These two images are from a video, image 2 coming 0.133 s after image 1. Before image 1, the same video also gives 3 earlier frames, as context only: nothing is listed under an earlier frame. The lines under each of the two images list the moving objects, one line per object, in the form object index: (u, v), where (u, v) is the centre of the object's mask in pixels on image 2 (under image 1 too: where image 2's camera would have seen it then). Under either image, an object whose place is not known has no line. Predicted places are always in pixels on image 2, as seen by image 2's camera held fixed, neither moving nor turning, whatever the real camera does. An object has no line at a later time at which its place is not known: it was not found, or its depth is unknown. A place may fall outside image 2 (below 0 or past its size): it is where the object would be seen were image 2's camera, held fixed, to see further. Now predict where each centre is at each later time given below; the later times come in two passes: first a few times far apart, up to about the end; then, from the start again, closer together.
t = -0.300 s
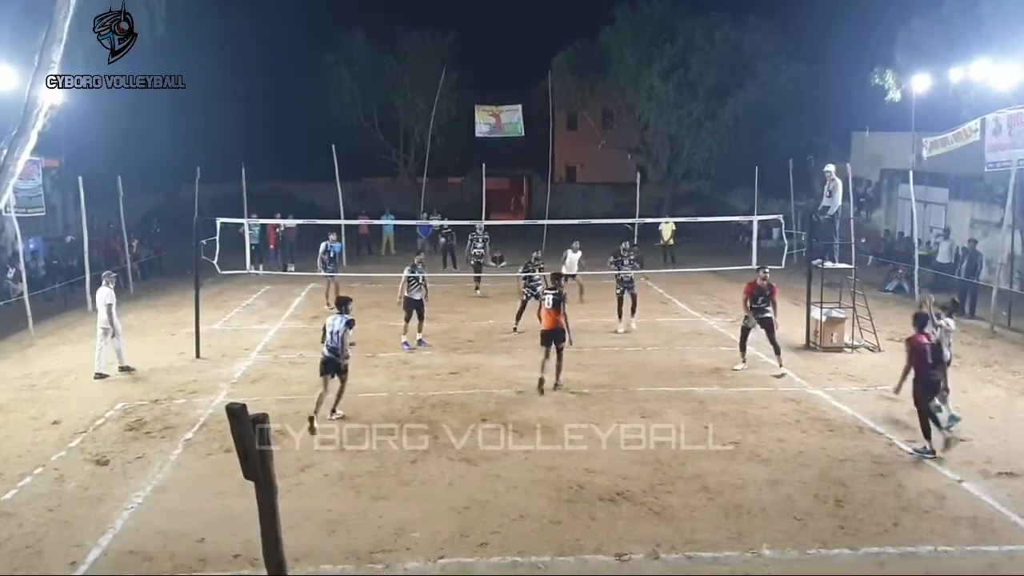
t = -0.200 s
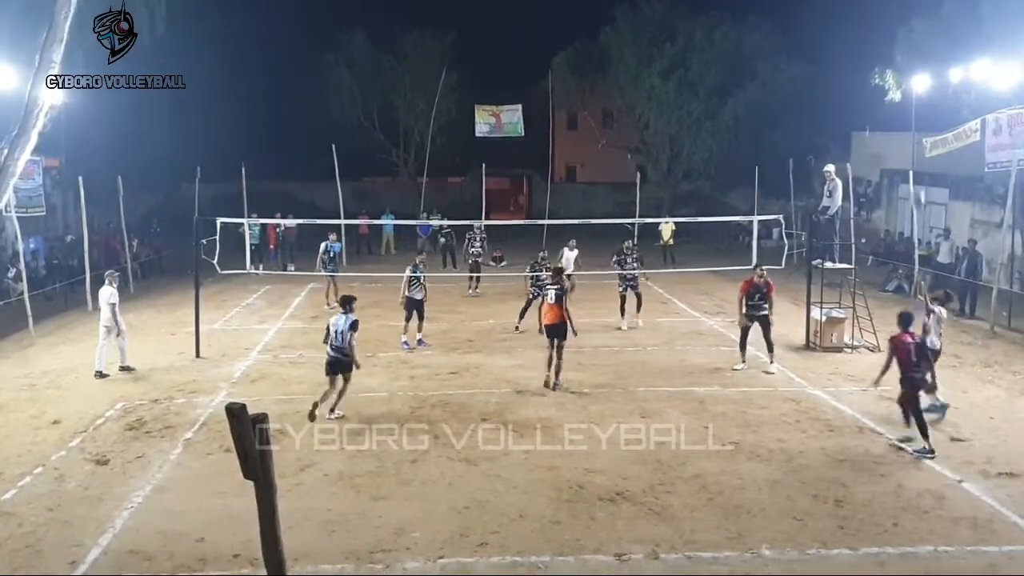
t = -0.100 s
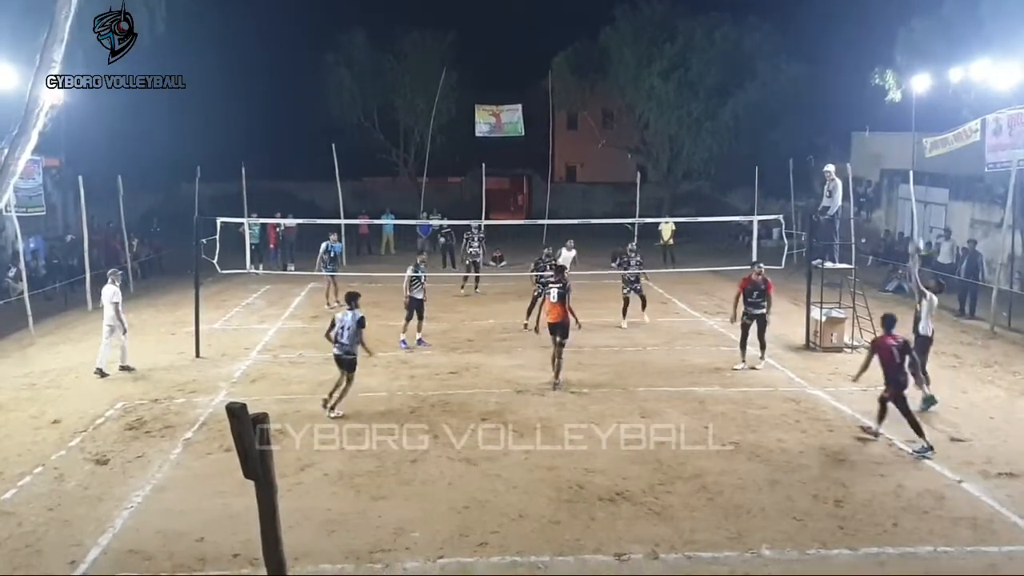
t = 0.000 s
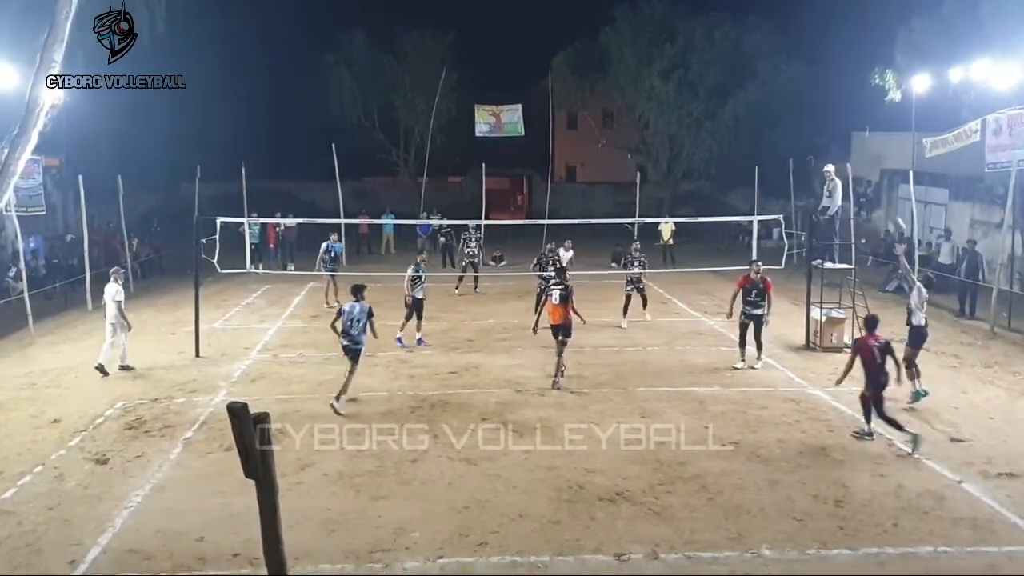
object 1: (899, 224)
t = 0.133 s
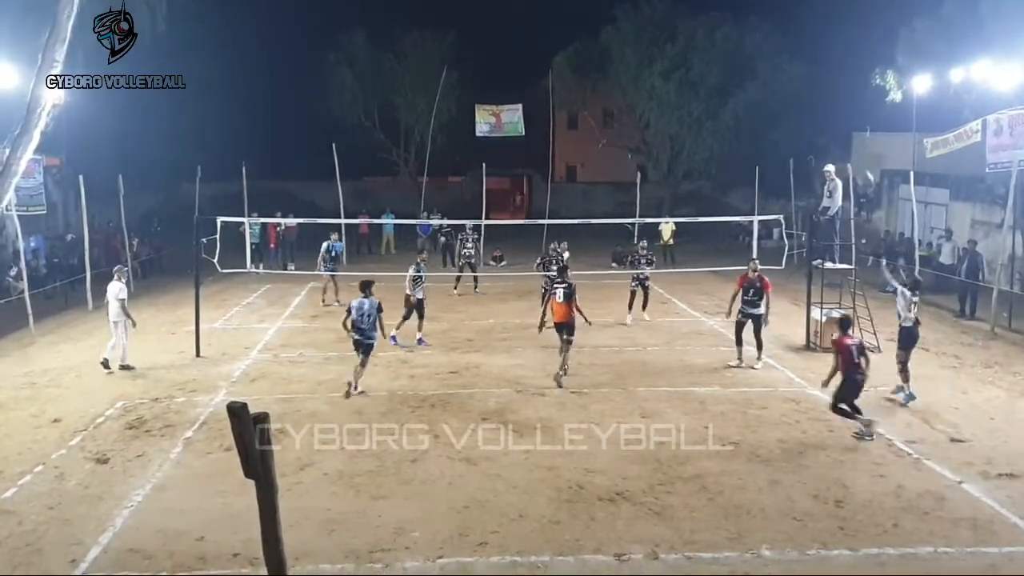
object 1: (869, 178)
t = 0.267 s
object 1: (834, 145)
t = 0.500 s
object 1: (783, 119)
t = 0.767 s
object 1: (732, 132)
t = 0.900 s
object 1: (708, 154)
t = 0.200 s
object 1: (849, 159)
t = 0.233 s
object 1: (841, 152)
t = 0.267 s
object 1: (834, 145)
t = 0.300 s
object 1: (826, 139)
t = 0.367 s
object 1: (812, 129)
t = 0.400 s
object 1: (804, 126)
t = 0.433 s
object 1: (797, 122)
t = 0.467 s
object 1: (790, 120)
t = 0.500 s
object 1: (783, 119)
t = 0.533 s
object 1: (777, 118)
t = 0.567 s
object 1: (770, 118)
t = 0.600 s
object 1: (763, 119)
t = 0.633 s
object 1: (757, 121)
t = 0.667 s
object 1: (750, 122)
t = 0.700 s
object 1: (744, 125)
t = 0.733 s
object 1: (738, 128)
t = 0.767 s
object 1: (732, 132)
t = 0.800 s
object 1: (726, 137)
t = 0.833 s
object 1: (719, 142)
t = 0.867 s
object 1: (714, 148)
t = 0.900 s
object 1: (708, 154)
